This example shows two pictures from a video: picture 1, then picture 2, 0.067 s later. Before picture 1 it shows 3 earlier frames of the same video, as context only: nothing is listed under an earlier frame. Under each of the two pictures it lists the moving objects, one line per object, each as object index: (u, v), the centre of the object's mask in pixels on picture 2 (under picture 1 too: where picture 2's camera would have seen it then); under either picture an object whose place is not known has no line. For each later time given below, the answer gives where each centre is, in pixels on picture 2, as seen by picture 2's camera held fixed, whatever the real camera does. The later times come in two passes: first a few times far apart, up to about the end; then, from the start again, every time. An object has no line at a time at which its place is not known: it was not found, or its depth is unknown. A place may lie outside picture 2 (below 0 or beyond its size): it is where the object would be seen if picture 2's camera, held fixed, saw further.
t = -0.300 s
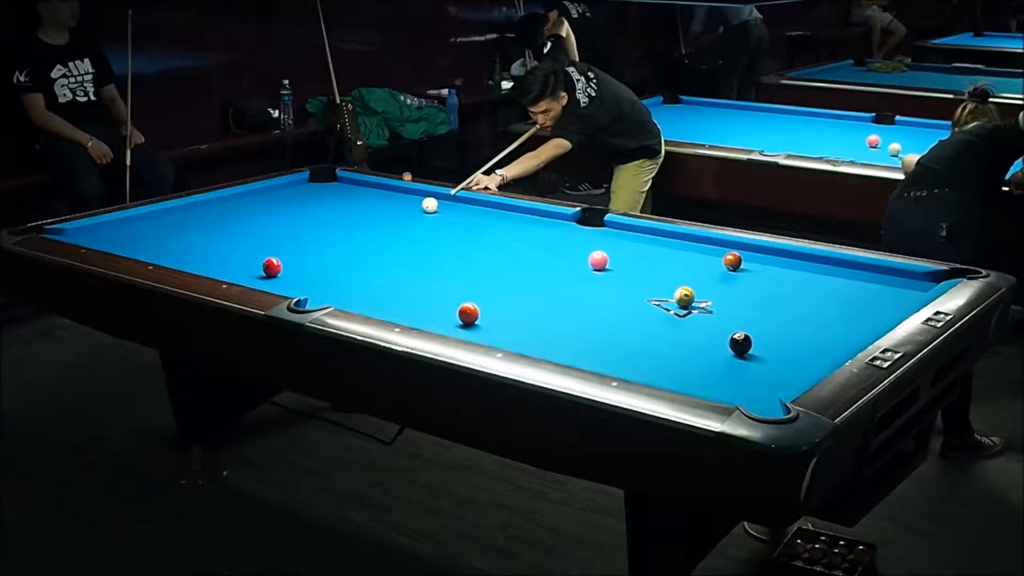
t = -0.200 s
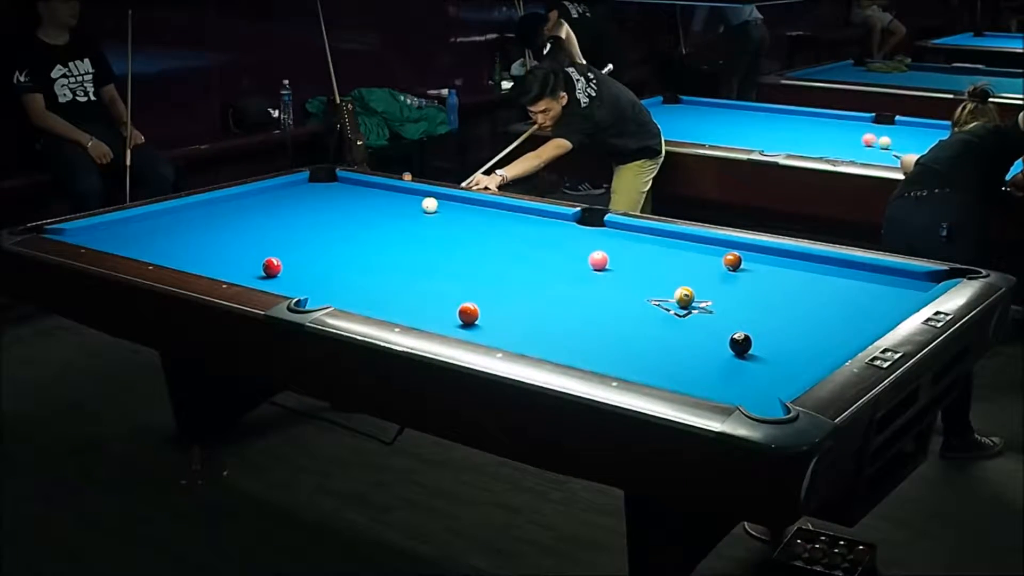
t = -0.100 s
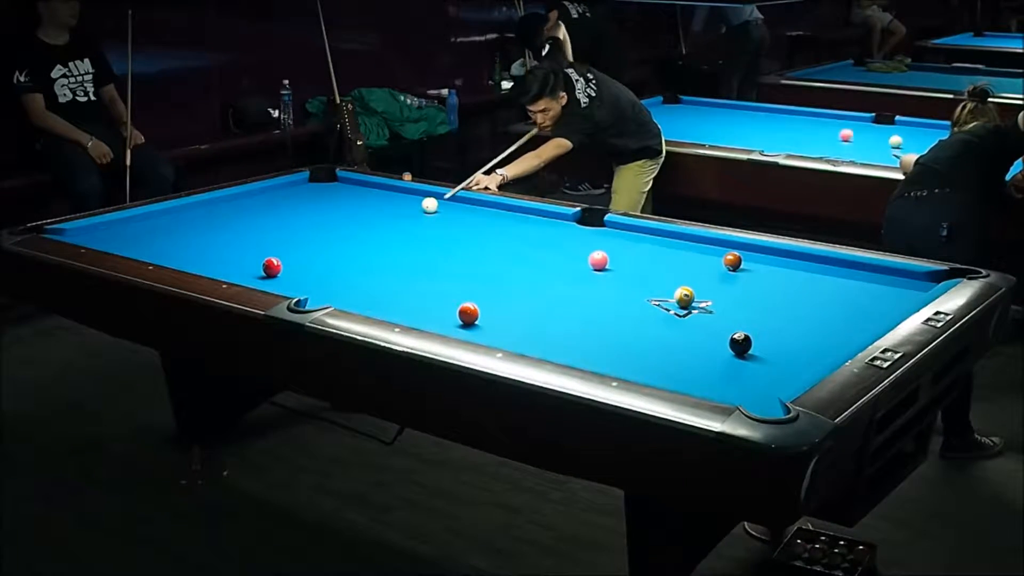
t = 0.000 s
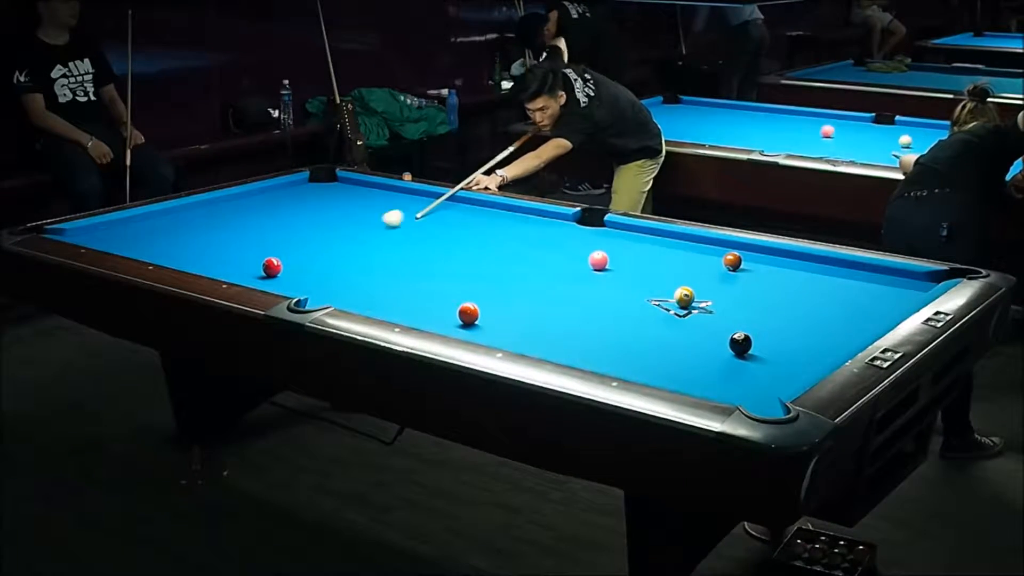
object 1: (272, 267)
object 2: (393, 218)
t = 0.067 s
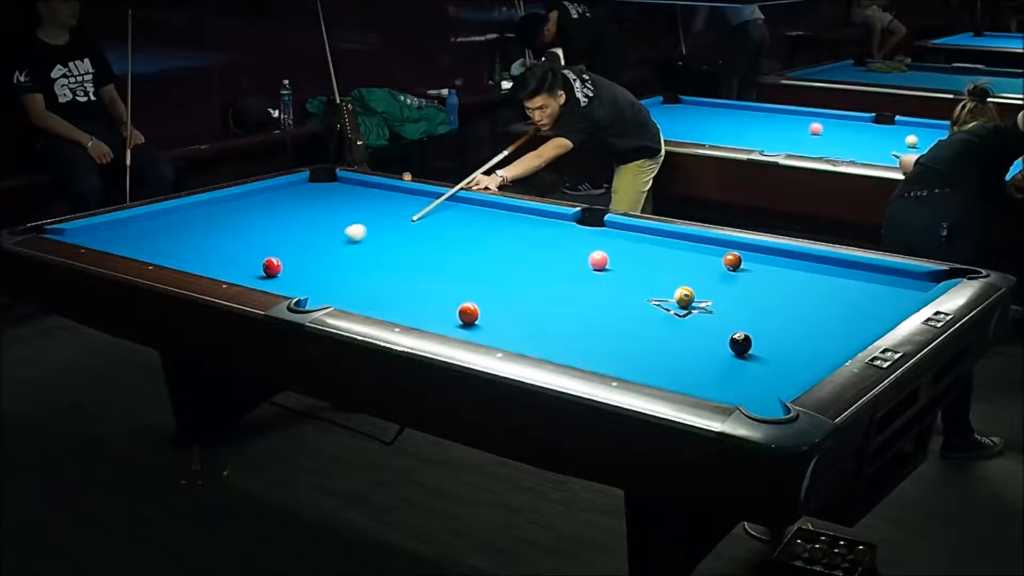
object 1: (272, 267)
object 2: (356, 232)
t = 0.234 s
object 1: (248, 275)
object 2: (276, 262)
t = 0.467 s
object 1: (358, 253)
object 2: (262, 260)
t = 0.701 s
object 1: (441, 234)
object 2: (250, 258)
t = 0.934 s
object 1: (512, 218)
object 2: (240, 256)
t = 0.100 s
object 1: (272, 267)
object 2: (337, 240)
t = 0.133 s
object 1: (272, 267)
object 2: (317, 248)
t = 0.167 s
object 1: (272, 267)
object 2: (295, 256)
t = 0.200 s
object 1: (266, 269)
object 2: (281, 261)
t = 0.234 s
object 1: (248, 275)
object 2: (276, 262)
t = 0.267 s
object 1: (260, 275)
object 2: (274, 262)
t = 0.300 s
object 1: (278, 272)
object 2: (271, 260)
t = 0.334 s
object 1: (296, 268)
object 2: (270, 261)
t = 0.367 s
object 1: (313, 264)
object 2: (268, 261)
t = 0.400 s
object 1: (329, 260)
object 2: (266, 260)
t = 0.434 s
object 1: (344, 257)
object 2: (264, 260)
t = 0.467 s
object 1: (358, 253)
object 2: (262, 260)
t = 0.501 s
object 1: (371, 250)
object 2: (260, 259)
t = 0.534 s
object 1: (384, 248)
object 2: (259, 259)
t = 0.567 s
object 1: (396, 245)
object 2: (257, 259)
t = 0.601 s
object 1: (407, 242)
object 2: (255, 258)
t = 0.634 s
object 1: (418, 239)
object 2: (253, 258)
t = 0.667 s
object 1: (430, 237)
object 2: (252, 258)
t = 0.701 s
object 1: (441, 234)
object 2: (250, 258)
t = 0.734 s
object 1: (451, 232)
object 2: (249, 257)
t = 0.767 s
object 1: (462, 229)
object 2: (247, 257)
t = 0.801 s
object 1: (472, 227)
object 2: (246, 257)
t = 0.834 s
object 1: (482, 224)
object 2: (244, 257)
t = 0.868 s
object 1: (492, 222)
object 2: (243, 256)
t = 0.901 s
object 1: (502, 220)
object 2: (241, 256)
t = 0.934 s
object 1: (512, 218)
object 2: (240, 256)
